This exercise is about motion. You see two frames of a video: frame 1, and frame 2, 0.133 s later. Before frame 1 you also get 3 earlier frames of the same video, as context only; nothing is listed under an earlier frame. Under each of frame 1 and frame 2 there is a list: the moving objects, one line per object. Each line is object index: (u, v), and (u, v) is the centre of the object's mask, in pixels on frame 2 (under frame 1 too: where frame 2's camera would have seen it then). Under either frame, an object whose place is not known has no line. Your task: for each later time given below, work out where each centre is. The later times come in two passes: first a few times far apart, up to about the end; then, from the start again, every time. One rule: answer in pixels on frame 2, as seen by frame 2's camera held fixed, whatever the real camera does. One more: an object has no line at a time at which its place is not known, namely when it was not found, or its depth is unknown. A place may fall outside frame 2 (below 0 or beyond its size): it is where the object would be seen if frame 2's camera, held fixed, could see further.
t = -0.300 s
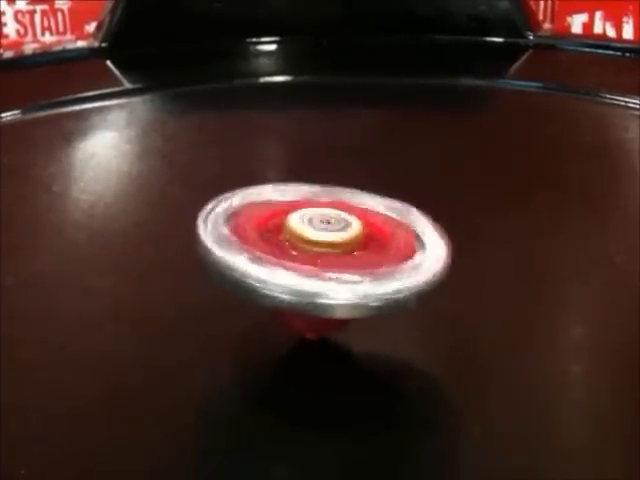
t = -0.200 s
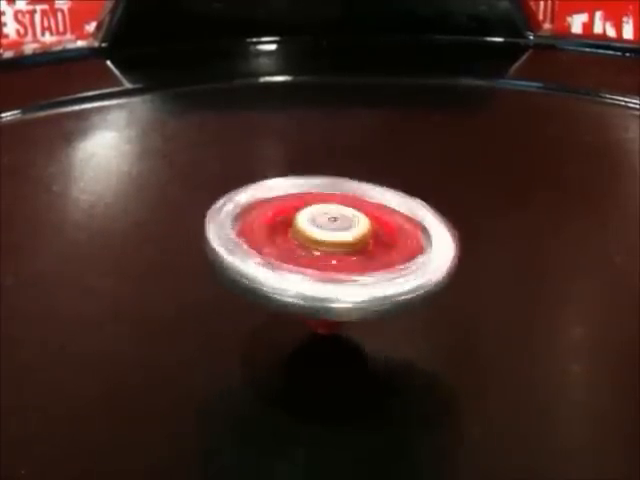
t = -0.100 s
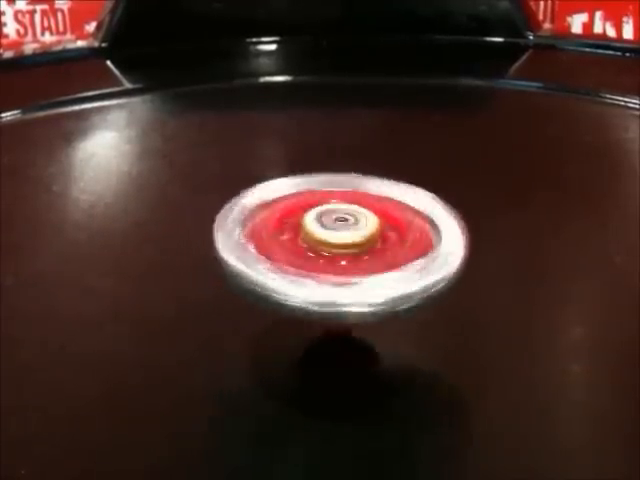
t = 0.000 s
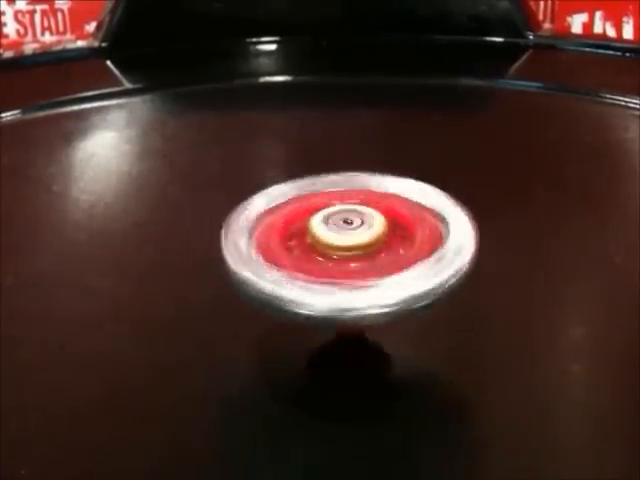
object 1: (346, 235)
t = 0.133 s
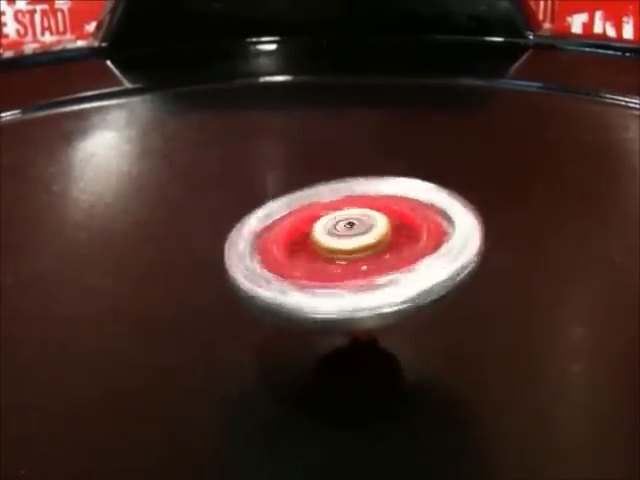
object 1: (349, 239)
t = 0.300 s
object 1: (345, 247)
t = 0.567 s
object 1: (306, 253)
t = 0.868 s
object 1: (300, 239)
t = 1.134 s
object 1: (333, 227)
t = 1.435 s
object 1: (364, 235)
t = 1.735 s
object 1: (341, 252)
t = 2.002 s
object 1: (291, 250)
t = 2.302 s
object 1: (300, 234)
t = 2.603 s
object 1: (354, 227)
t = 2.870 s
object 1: (370, 241)
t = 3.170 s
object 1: (322, 260)
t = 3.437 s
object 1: (282, 245)
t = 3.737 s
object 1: (316, 228)
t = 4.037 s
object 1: (367, 231)
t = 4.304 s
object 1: (356, 250)
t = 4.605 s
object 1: (286, 257)
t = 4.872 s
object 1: (292, 237)
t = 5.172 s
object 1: (347, 227)
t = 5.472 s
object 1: (371, 246)
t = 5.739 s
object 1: (322, 263)
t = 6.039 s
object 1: (288, 242)
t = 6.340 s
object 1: (328, 226)
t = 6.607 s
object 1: (369, 236)
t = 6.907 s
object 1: (332, 260)
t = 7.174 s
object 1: (288, 264)
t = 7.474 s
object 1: (318, 229)
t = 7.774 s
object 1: (366, 234)
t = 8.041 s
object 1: (330, 255)
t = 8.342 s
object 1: (286, 247)
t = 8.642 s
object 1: (319, 230)
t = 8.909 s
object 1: (363, 237)
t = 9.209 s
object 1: (344, 250)
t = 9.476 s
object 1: (305, 260)
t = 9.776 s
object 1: (327, 231)
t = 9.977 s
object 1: (356, 233)
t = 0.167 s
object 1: (350, 240)
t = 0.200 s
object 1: (350, 242)
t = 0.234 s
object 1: (350, 244)
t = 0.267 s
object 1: (348, 245)
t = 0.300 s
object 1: (345, 247)
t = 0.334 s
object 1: (342, 247)
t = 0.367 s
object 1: (337, 249)
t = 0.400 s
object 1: (335, 251)
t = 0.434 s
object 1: (327, 250)
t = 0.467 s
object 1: (323, 251)
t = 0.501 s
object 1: (317, 256)
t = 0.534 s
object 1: (316, 250)
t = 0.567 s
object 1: (306, 253)
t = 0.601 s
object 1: (307, 253)
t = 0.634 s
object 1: (299, 251)
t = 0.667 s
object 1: (295, 251)
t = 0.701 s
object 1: (296, 245)
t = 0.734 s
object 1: (293, 244)
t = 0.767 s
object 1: (293, 243)
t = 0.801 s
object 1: (297, 243)
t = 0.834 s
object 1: (297, 241)
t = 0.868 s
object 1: (300, 239)
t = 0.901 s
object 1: (302, 239)
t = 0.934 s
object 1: (305, 237)
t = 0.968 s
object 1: (309, 235)
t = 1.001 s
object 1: (313, 234)
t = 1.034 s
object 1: (316, 231)
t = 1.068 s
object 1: (323, 231)
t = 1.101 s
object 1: (328, 228)
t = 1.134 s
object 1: (333, 227)
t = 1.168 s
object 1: (338, 229)
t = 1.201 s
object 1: (343, 227)
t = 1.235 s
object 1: (349, 227)
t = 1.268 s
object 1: (352, 229)
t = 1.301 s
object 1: (357, 230)
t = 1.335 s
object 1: (359, 231)
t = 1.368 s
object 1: (359, 232)
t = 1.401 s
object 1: (362, 233)
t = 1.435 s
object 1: (364, 235)
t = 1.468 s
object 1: (365, 237)
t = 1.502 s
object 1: (366, 239)
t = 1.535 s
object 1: (364, 241)
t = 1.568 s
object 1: (363, 242)
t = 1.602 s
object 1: (359, 245)
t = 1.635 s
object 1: (358, 247)
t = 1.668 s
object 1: (352, 248)
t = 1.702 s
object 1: (346, 250)
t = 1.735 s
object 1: (341, 252)
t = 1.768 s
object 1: (331, 252)
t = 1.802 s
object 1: (324, 253)
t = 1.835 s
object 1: (321, 258)
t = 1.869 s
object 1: (311, 253)
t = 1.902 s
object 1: (307, 253)
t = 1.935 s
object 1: (303, 252)
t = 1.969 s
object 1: (295, 249)
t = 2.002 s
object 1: (291, 250)
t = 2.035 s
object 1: (292, 248)
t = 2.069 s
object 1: (287, 245)
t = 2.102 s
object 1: (286, 244)
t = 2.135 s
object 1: (284, 241)
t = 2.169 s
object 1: (287, 241)
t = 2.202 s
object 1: (288, 238)
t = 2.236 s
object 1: (292, 236)
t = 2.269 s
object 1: (297, 236)
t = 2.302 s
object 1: (300, 234)
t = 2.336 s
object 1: (308, 232)
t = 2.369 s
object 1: (311, 230)
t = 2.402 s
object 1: (317, 228)
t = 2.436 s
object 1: (324, 229)
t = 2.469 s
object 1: (329, 227)
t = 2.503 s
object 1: (336, 226)
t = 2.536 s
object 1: (342, 227)
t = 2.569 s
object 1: (347, 227)
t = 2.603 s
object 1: (354, 227)
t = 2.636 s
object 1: (358, 229)
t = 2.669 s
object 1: (360, 229)
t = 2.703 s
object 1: (364, 231)
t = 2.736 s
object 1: (367, 234)
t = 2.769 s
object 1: (369, 235)
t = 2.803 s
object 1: (371, 238)
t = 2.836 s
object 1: (371, 240)
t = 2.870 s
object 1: (370, 241)
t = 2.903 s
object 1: (368, 244)
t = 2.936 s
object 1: (364, 247)
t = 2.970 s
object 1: (363, 249)
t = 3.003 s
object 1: (355, 251)
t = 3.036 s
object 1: (349, 253)
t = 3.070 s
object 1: (344, 255)
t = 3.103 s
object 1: (333, 256)
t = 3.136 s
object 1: (327, 256)
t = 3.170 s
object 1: (322, 260)
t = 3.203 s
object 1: (309, 255)
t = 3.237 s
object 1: (305, 255)
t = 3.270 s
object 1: (299, 257)
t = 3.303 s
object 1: (296, 253)
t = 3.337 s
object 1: (289, 270)
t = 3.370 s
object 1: (284, 249)
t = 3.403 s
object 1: (285, 262)
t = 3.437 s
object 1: (282, 245)
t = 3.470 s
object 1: (283, 242)
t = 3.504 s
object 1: (286, 242)
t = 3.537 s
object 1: (287, 238)
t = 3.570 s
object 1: (288, 235)
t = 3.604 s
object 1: (296, 235)
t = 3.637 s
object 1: (298, 232)
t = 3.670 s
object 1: (303, 229)
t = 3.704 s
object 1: (312, 229)
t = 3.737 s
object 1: (316, 228)
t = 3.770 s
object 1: (325, 226)
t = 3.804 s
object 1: (333, 226)
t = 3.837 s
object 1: (338, 225)
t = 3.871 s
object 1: (347, 225)
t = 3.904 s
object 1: (352, 226)
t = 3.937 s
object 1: (355, 228)
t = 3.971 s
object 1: (360, 229)
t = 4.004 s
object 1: (365, 229)
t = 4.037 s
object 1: (367, 231)
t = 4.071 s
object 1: (370, 233)
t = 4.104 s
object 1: (372, 236)
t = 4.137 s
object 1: (371, 238)
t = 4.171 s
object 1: (371, 240)
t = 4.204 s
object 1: (369, 243)
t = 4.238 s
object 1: (365, 246)
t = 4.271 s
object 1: (363, 248)
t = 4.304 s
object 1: (356, 250)
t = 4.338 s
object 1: (348, 253)
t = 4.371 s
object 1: (342, 256)
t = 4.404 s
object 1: (332, 256)
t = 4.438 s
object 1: (324, 259)
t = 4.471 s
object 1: (315, 261)
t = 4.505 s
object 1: (305, 259)
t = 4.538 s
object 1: (299, 261)
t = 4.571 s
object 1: (294, 258)
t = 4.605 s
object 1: (286, 257)
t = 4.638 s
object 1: (288, 252)
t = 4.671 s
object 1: (283, 267)
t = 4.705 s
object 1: (281, 264)
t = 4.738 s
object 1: (284, 247)
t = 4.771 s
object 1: (283, 244)
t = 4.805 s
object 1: (284, 242)
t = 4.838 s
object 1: (290, 239)
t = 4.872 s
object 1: (292, 237)
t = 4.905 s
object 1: (295, 234)
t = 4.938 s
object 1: (300, 230)
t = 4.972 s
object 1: (306, 231)
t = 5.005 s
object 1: (311, 226)
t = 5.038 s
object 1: (318, 226)
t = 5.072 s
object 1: (326, 227)
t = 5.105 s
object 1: (331, 226)
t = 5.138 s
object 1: (341, 225)
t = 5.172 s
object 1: (347, 227)
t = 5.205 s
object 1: (353, 229)
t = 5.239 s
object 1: (361, 229)
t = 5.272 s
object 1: (367, 230)
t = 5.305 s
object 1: (368, 232)
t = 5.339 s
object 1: (369, 235)
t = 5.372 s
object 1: (370, 235)
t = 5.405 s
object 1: (374, 240)
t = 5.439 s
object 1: (371, 242)
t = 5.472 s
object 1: (371, 246)
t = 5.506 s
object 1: (368, 249)
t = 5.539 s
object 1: (366, 251)
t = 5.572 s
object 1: (364, 272)
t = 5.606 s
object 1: (358, 273)
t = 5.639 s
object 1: (353, 257)
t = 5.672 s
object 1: (344, 262)
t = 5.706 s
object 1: (336, 277)
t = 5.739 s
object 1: (322, 263)
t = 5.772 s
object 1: (317, 261)
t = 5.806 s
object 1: (308, 255)
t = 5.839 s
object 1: (302, 255)
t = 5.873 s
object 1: (288, 256)
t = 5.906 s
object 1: (291, 278)
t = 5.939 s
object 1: (288, 264)
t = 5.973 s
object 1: (287, 247)
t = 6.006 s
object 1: (284, 244)
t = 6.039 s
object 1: (288, 242)
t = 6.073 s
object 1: (284, 239)
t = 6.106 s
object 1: (282, 236)
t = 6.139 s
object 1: (287, 234)
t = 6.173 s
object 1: (295, 234)
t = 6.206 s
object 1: (299, 232)
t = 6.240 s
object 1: (307, 230)
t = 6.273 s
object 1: (315, 228)
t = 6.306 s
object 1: (320, 228)
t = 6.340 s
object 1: (328, 226)
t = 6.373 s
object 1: (335, 226)
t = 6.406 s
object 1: (341, 228)
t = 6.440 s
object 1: (348, 230)
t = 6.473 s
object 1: (357, 230)
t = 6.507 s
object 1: (366, 231)
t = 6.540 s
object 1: (365, 233)
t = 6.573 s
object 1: (366, 234)
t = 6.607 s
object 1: (369, 236)
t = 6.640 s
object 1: (372, 240)
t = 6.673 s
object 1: (371, 245)
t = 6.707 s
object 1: (375, 245)
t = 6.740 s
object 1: (377, 247)
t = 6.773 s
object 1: (370, 249)
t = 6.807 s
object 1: (360, 250)
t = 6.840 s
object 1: (349, 250)
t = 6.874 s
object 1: (343, 255)
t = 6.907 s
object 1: (332, 260)
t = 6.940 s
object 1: (331, 261)
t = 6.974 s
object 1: (328, 255)
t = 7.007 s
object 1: (317, 260)
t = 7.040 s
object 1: (305, 255)
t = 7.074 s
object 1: (294, 255)
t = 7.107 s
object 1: (290, 267)
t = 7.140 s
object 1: (287, 267)
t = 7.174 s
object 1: (288, 264)
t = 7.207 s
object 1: (292, 259)
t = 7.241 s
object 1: (288, 245)
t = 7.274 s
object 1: (286, 240)
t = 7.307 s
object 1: (292, 240)
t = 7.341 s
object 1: (299, 239)
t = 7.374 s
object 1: (302, 236)
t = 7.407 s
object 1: (308, 232)
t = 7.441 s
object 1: (312, 230)
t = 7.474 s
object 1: (318, 229)
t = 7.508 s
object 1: (326, 229)
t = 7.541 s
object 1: (333, 228)
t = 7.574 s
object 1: (343, 227)
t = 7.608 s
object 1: (346, 228)
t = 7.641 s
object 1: (352, 227)
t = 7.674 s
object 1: (358, 228)
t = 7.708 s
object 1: (361, 231)
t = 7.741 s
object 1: (364, 233)
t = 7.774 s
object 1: (366, 234)
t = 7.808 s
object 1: (364, 234)
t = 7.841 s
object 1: (366, 239)
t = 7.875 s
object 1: (359, 241)
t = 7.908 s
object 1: (366, 257)
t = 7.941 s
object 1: (365, 258)
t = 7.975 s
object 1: (351, 246)
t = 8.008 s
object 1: (344, 249)
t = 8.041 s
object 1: (330, 255)
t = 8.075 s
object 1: (333, 253)
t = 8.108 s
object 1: (329, 273)
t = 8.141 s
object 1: (318, 257)
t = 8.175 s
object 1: (311, 253)
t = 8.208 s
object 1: (298, 254)
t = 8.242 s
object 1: (296, 268)
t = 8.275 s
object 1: (295, 269)
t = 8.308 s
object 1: (295, 247)
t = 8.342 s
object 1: (286, 247)
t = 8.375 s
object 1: (279, 244)
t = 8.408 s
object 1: (285, 245)
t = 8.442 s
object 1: (293, 243)
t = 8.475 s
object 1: (292, 239)
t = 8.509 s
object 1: (292, 237)
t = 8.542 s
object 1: (297, 236)
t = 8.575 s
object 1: (307, 236)
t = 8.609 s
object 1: (312, 236)
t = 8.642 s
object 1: (319, 230)
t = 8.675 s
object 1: (323, 230)
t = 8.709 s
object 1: (331, 232)
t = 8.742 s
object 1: (340, 232)
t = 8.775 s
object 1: (346, 231)
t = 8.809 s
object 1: (349, 230)
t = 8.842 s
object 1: (356, 233)
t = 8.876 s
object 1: (360, 237)
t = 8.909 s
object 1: (363, 237)
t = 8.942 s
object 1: (365, 235)
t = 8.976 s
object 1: (365, 241)
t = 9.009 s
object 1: (361, 245)
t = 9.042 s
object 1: (367, 257)
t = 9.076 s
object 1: (365, 244)
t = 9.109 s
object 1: (356, 249)
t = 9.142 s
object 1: (344, 250)
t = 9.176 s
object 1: (346, 254)
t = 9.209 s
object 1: (344, 250)
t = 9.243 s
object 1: (329, 253)
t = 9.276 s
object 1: (315, 255)
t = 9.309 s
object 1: (317, 258)
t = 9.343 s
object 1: (315, 270)
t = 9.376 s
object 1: (308, 250)
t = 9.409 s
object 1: (300, 248)
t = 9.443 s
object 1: (294, 262)
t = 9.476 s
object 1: (305, 260)
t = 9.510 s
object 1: (300, 244)
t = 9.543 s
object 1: (292, 239)
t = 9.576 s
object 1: (294, 239)
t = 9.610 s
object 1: (305, 239)
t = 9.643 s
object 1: (305, 236)
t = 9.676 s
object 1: (305, 231)
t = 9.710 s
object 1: (311, 233)
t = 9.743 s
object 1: (319, 233)
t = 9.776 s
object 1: (327, 231)
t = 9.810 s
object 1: (330, 230)
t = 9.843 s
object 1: (335, 228)
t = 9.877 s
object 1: (346, 230)
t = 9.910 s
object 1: (348, 233)
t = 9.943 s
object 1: (349, 233)
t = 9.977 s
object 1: (356, 233)
